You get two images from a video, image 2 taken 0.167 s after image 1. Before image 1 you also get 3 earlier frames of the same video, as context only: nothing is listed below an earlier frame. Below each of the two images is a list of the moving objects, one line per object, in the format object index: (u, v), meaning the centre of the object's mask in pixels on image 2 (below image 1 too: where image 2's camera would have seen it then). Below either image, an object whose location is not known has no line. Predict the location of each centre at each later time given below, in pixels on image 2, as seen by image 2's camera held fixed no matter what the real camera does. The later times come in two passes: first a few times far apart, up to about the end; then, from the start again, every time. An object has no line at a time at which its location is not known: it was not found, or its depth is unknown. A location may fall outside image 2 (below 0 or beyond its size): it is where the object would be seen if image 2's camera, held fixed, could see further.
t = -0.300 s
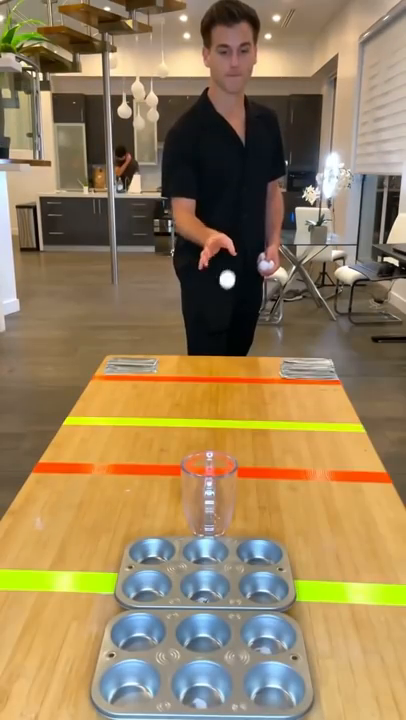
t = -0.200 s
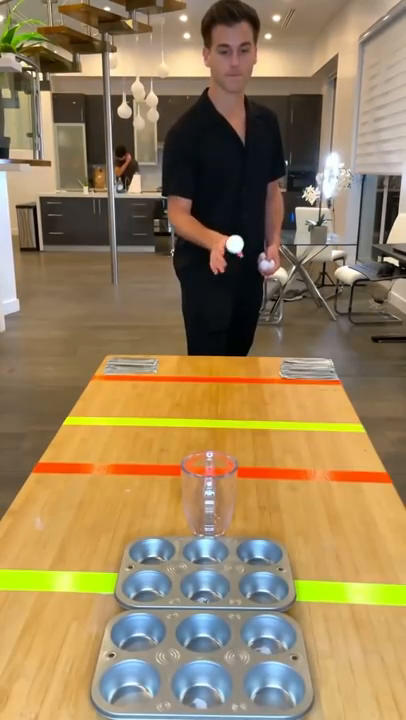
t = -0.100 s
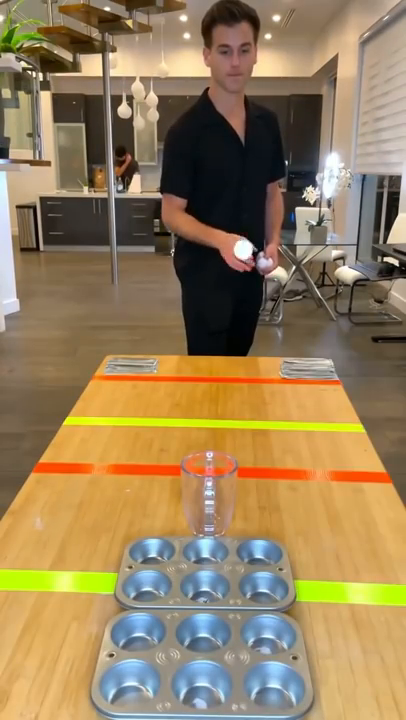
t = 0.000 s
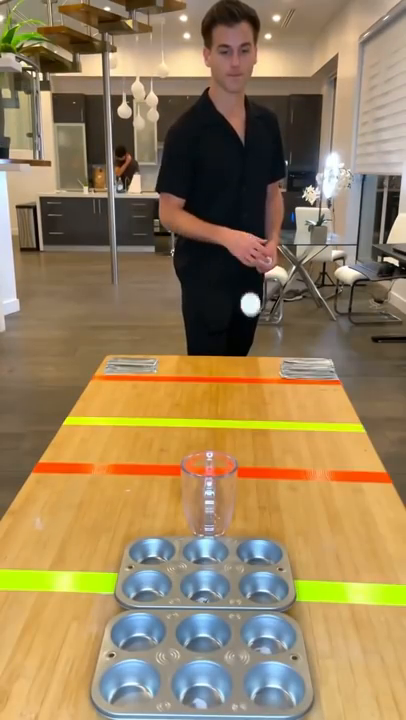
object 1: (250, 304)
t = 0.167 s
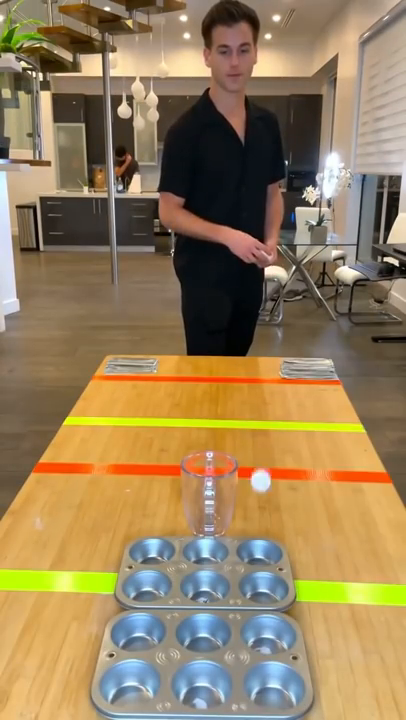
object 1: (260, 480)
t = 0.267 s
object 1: (265, 407)
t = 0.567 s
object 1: (270, 504)
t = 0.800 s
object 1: (270, 579)
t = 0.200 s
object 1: (262, 453)
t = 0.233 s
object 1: (263, 428)
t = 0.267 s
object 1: (265, 407)
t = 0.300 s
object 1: (266, 391)
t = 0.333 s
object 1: (267, 381)
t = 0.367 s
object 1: (268, 377)
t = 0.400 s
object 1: (268, 378)
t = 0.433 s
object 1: (270, 387)
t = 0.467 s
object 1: (270, 405)
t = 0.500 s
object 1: (270, 430)
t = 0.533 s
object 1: (270, 463)
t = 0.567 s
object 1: (270, 504)
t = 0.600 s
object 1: (270, 554)
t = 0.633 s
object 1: (269, 612)
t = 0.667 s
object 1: (268, 634)
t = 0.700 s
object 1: (269, 610)
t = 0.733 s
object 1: (270, 593)
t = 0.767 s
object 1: (270, 582)
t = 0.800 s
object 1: (270, 579)
